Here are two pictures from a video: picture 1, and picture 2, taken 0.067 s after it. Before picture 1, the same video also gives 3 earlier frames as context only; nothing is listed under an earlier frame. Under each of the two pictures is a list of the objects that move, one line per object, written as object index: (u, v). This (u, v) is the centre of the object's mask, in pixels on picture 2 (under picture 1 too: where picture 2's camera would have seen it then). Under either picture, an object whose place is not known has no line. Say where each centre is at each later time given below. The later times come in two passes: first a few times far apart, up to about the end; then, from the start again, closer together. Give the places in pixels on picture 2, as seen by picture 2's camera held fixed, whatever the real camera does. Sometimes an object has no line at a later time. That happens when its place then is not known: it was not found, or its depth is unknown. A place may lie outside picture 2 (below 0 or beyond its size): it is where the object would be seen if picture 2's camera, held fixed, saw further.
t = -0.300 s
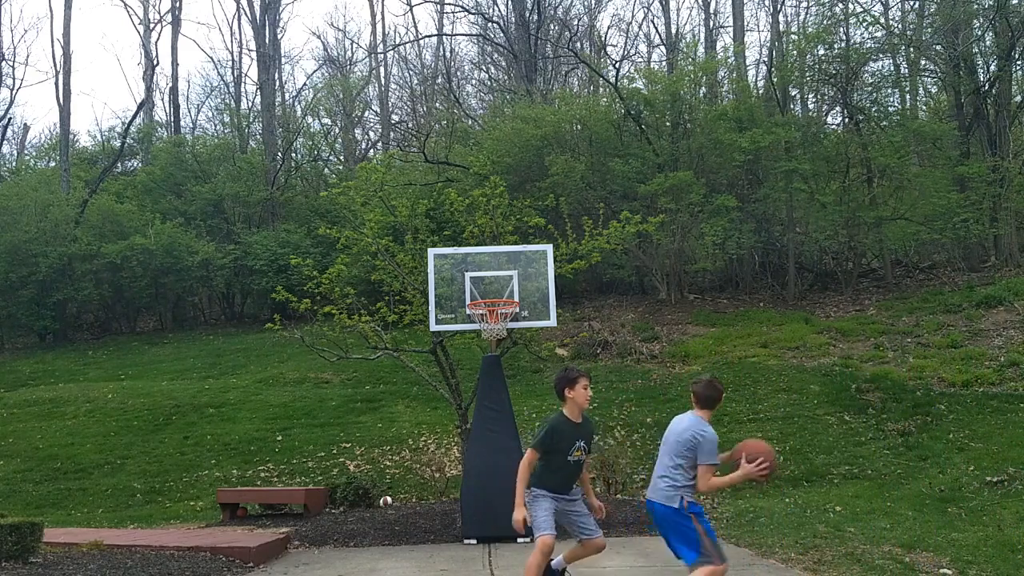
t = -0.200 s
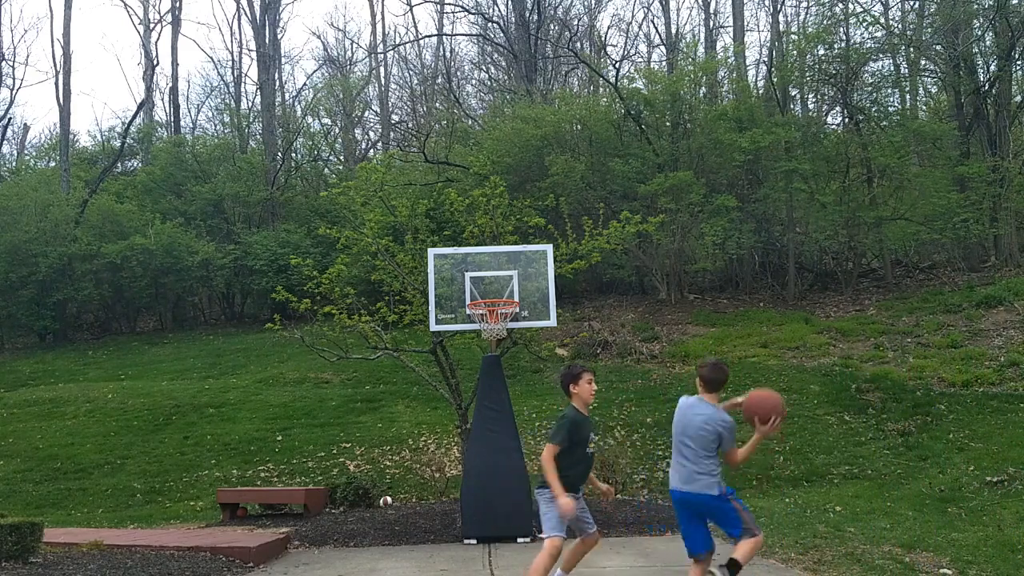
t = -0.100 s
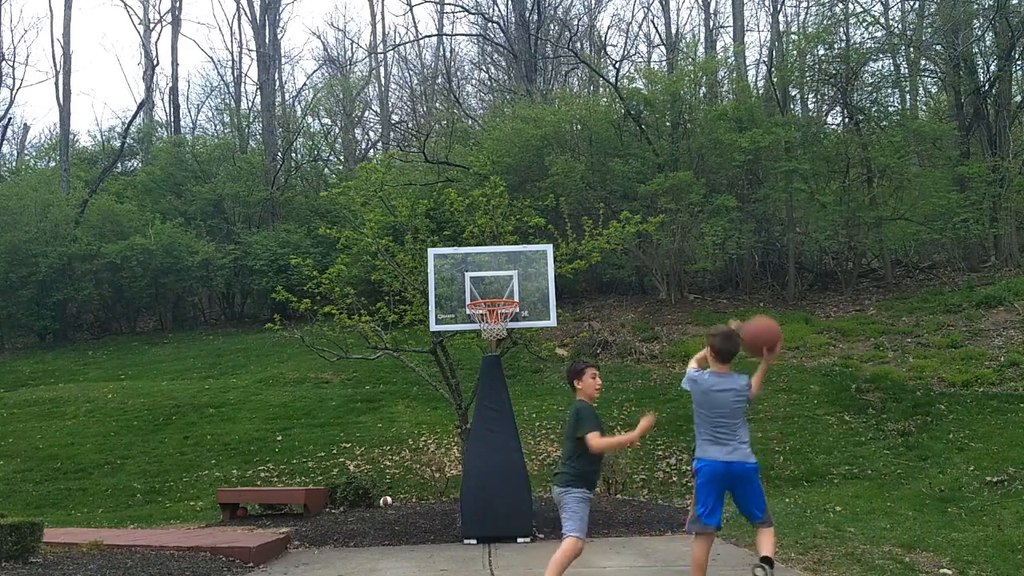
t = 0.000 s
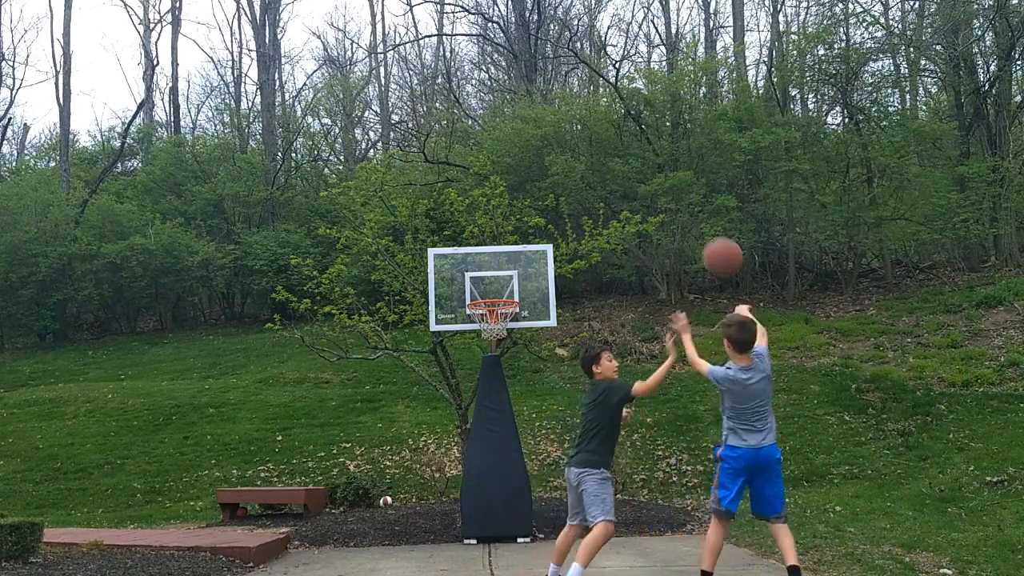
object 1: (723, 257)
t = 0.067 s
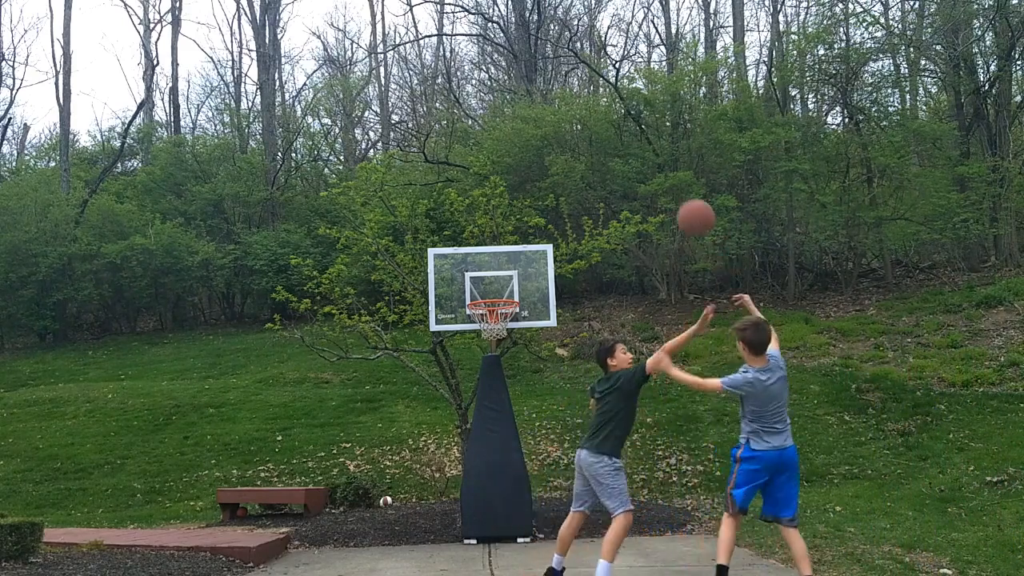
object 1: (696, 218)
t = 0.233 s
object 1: (641, 160)
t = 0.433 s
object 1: (589, 146)
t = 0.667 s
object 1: (540, 187)
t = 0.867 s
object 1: (506, 259)
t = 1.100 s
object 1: (491, 324)
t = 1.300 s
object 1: (490, 326)
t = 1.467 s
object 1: (493, 349)
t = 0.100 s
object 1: (684, 202)
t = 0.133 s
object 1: (672, 188)
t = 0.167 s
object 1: (661, 177)
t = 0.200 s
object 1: (650, 167)
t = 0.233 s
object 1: (641, 160)
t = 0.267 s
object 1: (631, 153)
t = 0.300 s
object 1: (622, 149)
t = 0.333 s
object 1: (613, 146)
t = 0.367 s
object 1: (605, 144)
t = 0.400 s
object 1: (596, 144)
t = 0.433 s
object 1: (589, 146)
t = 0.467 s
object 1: (580, 148)
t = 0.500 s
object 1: (574, 152)
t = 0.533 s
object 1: (566, 157)
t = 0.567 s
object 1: (559, 163)
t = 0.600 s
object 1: (552, 170)
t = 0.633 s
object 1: (546, 178)
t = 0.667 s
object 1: (540, 187)
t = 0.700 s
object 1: (534, 196)
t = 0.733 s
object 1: (527, 207)
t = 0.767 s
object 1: (522, 219)
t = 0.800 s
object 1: (517, 232)
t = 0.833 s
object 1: (511, 245)
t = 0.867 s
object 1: (506, 259)
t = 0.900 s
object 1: (500, 275)
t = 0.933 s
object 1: (496, 287)
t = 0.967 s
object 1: (496, 291)
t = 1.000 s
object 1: (493, 295)
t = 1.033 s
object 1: (491, 312)
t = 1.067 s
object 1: (491, 323)
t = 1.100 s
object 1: (491, 324)
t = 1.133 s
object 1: (491, 320)
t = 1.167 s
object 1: (492, 316)
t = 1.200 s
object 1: (491, 314)
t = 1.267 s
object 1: (491, 320)
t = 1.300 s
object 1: (490, 326)
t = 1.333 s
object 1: (491, 329)
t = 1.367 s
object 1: (490, 332)
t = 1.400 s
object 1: (491, 337)
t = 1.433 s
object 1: (492, 343)
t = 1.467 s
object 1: (493, 349)
